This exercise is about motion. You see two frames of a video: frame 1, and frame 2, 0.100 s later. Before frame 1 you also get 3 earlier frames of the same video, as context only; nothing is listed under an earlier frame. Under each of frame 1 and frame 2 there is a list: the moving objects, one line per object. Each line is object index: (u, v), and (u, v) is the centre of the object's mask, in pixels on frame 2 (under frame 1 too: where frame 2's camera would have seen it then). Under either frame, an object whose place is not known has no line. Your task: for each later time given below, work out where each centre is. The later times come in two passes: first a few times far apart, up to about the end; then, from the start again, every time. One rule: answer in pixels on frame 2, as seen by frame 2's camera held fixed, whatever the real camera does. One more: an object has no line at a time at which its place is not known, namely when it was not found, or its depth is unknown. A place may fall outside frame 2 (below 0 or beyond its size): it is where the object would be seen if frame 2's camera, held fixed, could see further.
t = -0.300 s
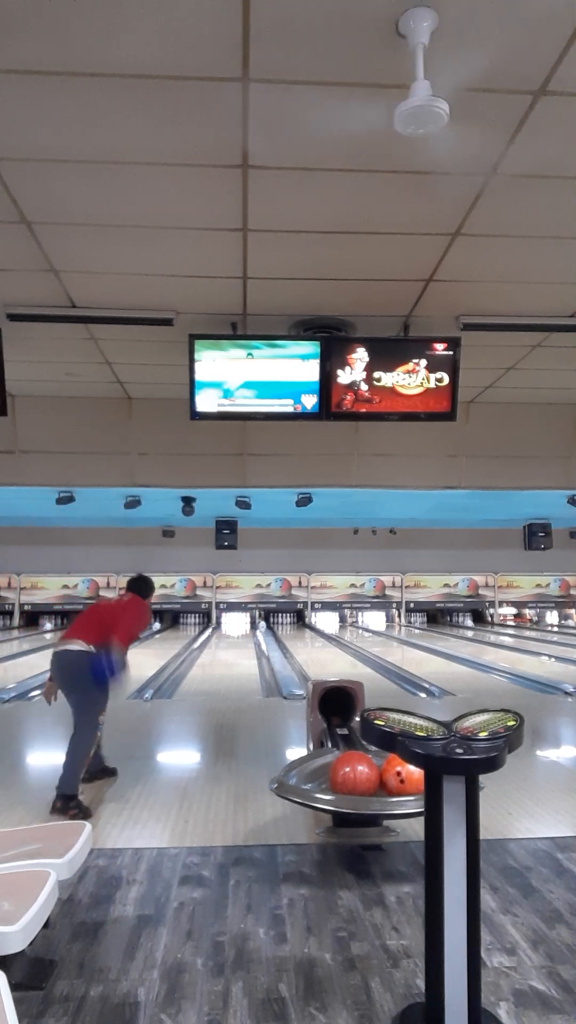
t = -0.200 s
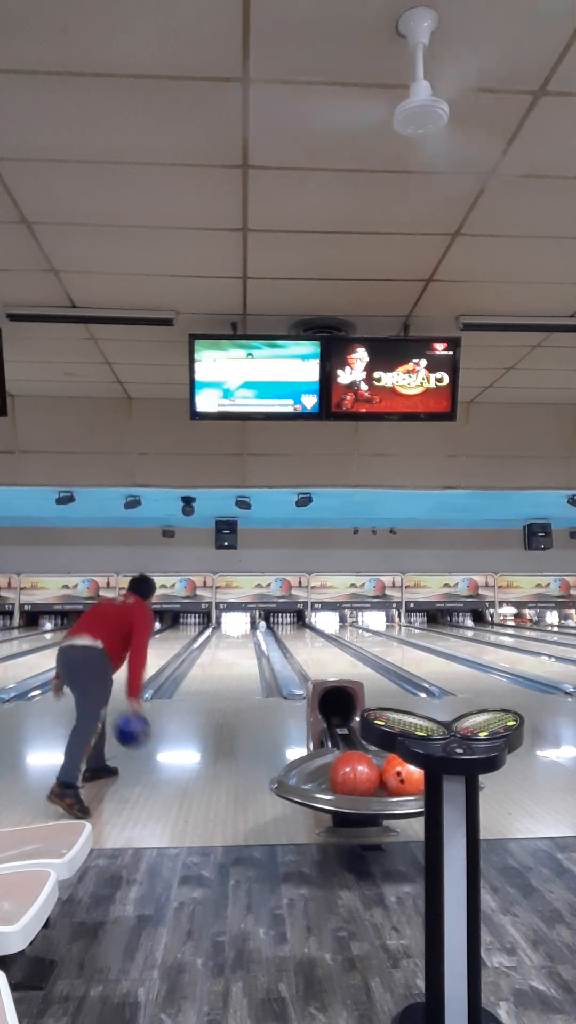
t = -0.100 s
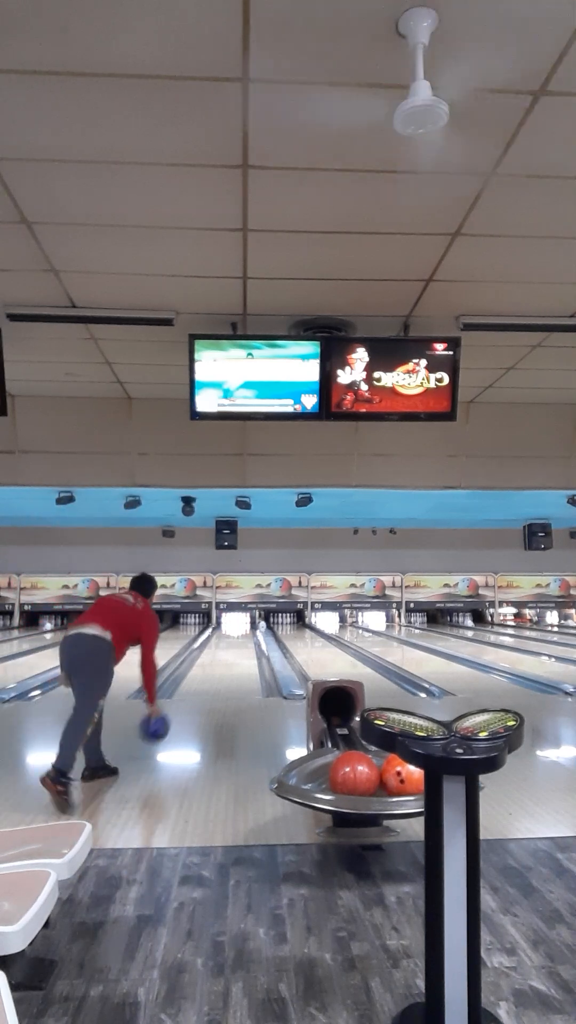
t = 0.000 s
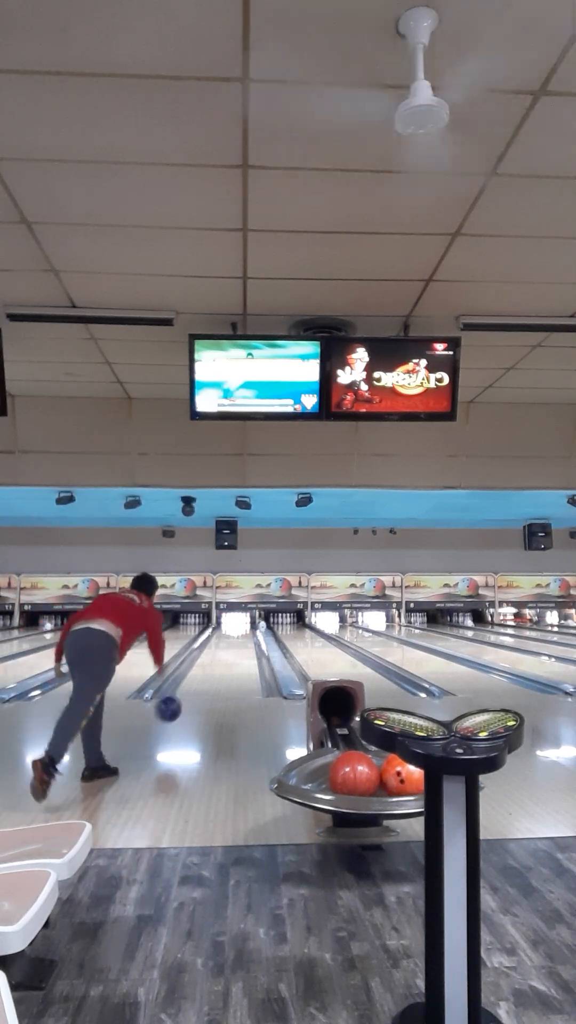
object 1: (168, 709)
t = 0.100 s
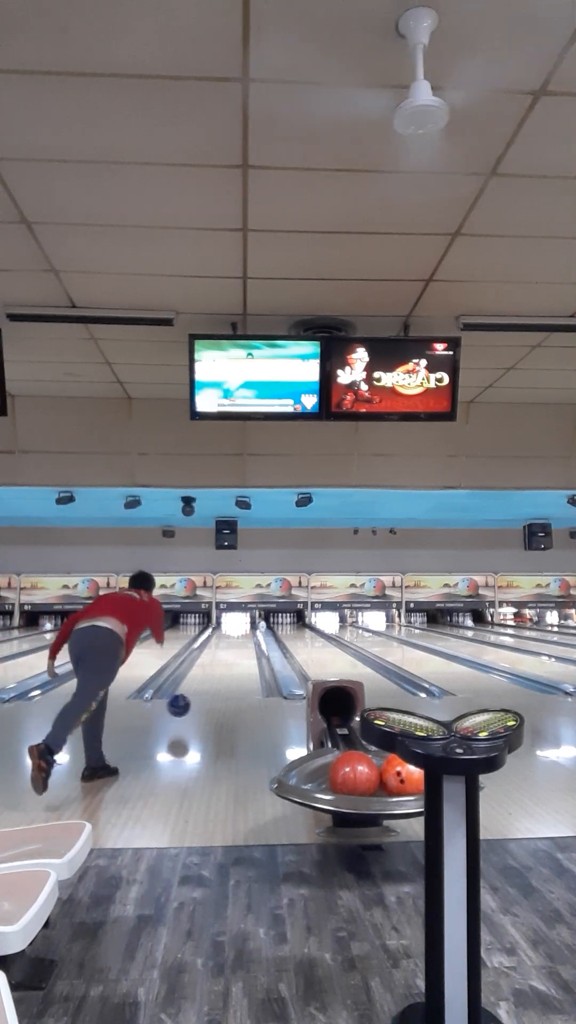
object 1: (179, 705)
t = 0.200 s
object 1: (187, 702)
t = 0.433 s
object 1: (200, 683)
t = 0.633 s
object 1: (208, 670)
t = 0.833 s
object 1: (215, 660)
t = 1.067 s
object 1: (220, 651)
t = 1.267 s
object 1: (223, 646)
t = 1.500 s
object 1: (226, 640)
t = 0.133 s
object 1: (181, 707)
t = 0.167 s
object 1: (184, 707)
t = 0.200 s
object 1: (187, 702)
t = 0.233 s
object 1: (189, 699)
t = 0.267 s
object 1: (191, 696)
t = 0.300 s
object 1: (193, 693)
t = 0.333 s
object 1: (195, 690)
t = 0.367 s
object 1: (197, 688)
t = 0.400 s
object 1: (199, 686)
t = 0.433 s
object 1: (200, 683)
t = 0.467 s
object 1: (202, 681)
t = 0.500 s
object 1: (203, 679)
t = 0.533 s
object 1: (205, 676)
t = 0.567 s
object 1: (206, 674)
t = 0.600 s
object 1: (207, 672)
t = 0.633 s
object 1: (208, 670)
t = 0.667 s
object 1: (209, 669)
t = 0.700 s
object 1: (210, 667)
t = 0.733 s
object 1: (211, 665)
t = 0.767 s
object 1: (213, 663)
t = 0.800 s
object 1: (214, 662)
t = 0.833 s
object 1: (215, 660)
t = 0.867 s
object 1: (215, 659)
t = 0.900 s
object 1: (216, 657)
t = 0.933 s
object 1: (217, 656)
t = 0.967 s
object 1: (218, 655)
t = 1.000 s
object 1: (219, 654)
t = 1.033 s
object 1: (219, 653)
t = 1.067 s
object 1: (220, 651)
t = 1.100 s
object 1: (220, 651)
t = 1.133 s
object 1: (221, 650)
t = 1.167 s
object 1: (222, 648)
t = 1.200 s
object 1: (222, 647)
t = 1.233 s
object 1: (222, 647)
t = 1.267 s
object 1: (223, 646)
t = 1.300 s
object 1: (223, 645)
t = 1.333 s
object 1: (224, 644)
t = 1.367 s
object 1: (224, 644)
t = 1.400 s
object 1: (225, 643)
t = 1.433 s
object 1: (225, 642)
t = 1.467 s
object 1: (226, 641)
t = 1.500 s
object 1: (226, 640)
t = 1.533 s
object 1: (227, 640)
